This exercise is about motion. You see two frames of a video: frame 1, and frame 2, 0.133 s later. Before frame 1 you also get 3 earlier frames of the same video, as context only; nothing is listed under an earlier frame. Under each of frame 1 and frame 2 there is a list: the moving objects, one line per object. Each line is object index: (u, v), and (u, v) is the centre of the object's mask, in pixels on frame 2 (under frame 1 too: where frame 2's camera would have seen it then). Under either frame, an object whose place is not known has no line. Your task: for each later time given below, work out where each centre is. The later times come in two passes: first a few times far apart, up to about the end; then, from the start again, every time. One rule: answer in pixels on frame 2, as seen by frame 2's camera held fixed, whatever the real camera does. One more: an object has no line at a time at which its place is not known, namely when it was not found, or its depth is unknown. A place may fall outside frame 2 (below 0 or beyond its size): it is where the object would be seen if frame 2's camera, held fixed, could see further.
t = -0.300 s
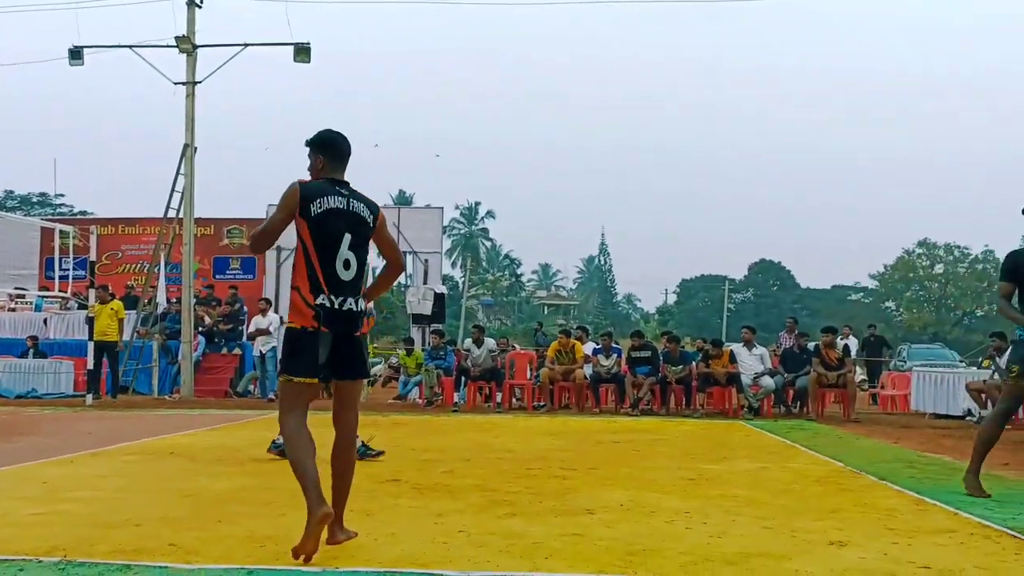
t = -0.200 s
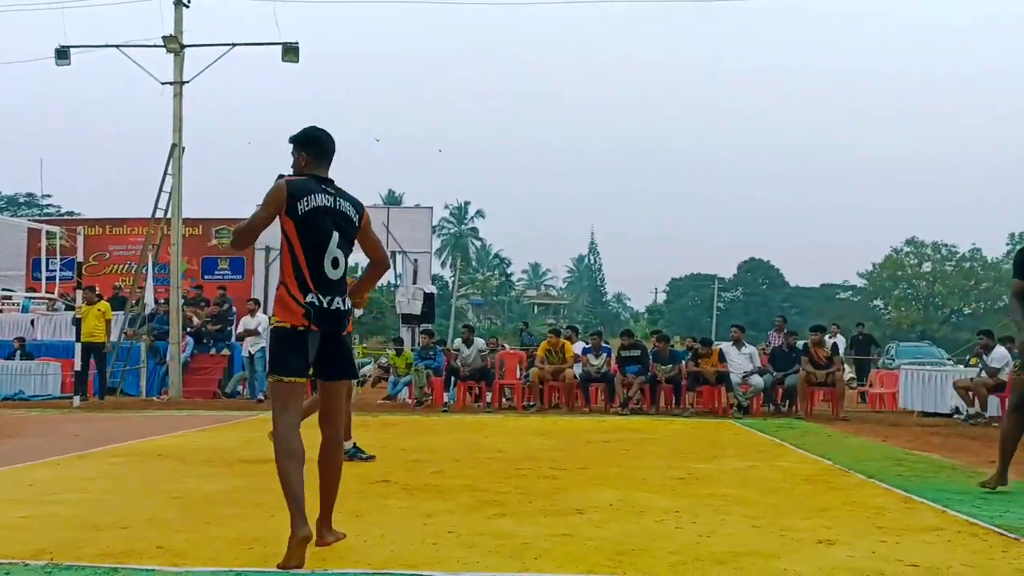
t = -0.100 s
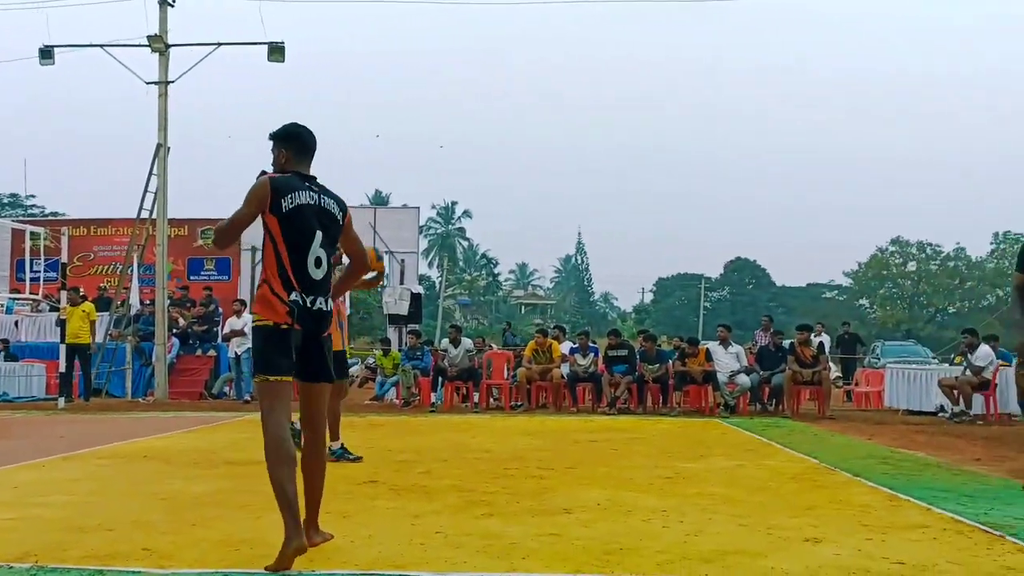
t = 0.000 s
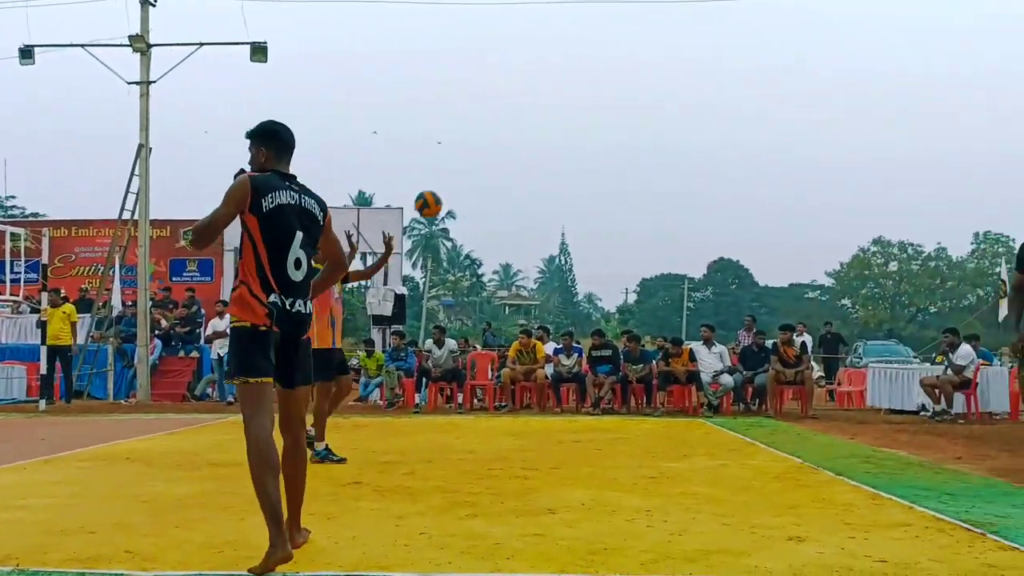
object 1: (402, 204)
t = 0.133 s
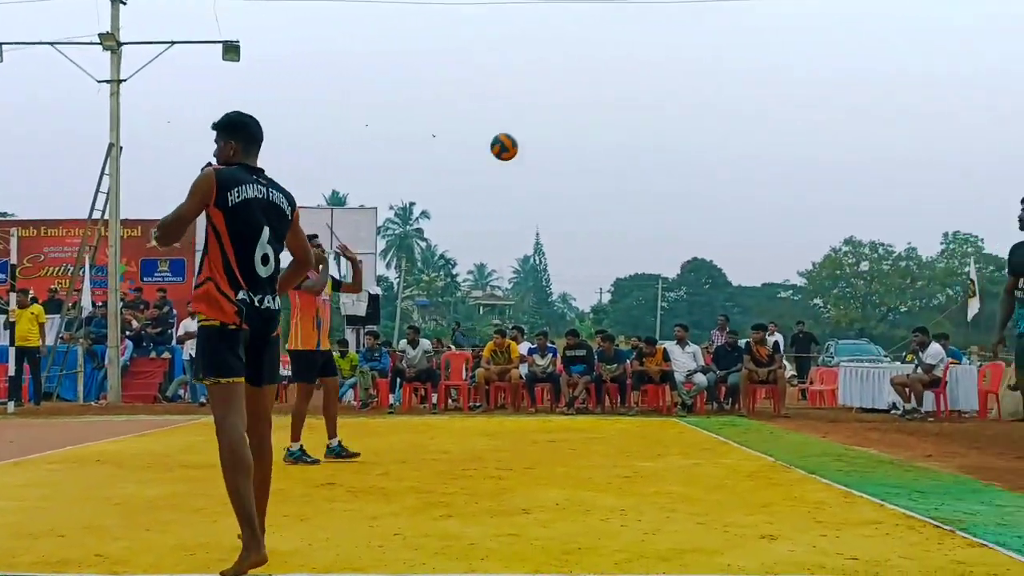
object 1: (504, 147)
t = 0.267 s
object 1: (607, 112)
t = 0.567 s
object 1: (848, 119)
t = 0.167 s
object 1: (529, 136)
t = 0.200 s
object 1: (555, 127)
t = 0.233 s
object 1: (581, 119)
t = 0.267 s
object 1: (607, 112)
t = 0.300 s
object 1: (633, 107)
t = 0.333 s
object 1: (659, 104)
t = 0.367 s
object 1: (685, 101)
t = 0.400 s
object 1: (712, 101)
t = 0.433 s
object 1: (739, 101)
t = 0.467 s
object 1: (766, 103)
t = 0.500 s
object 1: (793, 107)
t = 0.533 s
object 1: (820, 112)
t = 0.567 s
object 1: (848, 119)
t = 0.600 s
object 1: (876, 128)
